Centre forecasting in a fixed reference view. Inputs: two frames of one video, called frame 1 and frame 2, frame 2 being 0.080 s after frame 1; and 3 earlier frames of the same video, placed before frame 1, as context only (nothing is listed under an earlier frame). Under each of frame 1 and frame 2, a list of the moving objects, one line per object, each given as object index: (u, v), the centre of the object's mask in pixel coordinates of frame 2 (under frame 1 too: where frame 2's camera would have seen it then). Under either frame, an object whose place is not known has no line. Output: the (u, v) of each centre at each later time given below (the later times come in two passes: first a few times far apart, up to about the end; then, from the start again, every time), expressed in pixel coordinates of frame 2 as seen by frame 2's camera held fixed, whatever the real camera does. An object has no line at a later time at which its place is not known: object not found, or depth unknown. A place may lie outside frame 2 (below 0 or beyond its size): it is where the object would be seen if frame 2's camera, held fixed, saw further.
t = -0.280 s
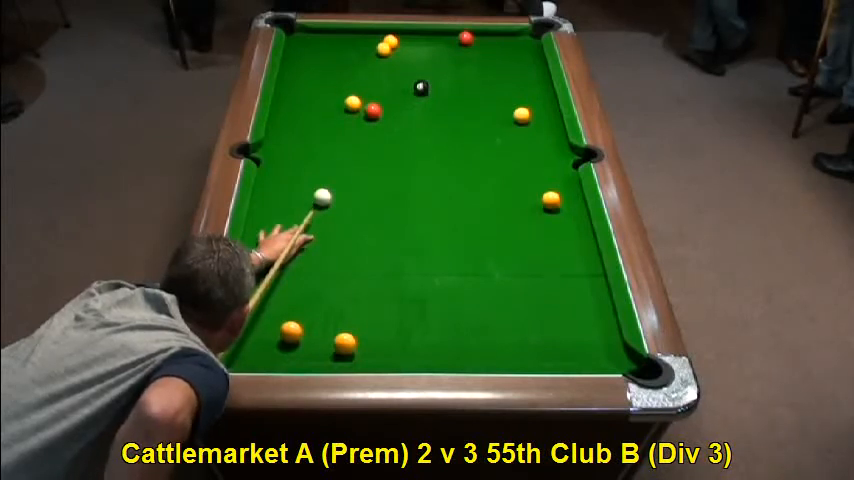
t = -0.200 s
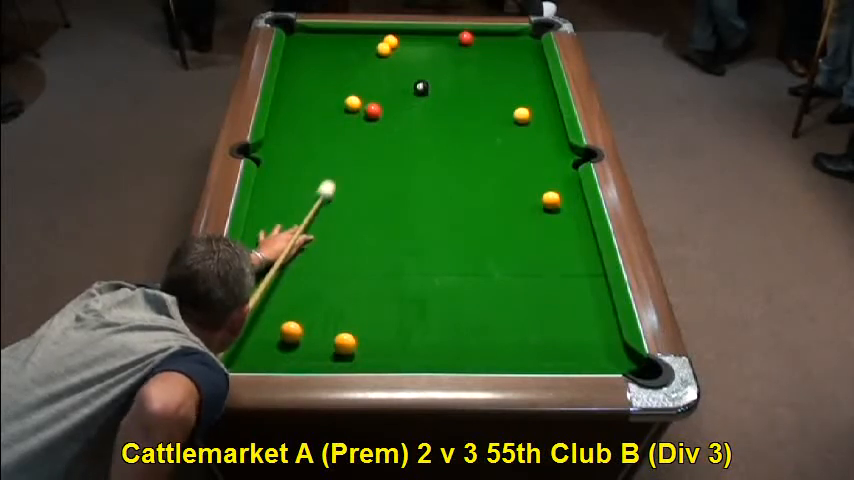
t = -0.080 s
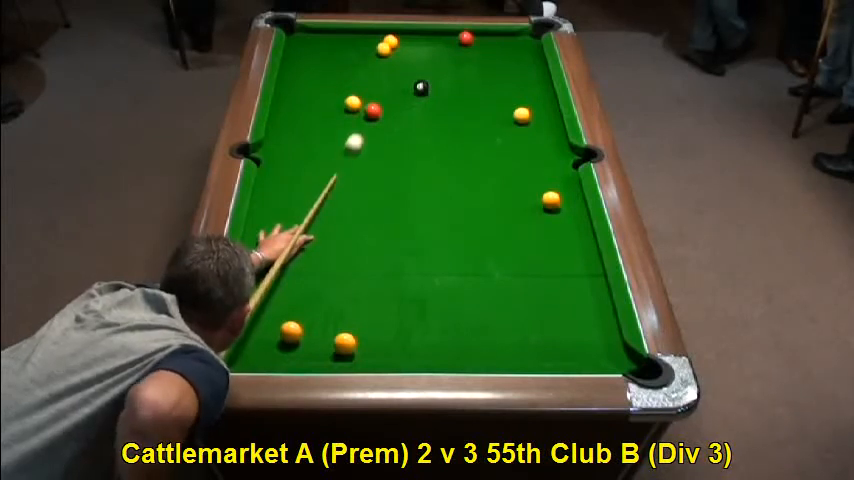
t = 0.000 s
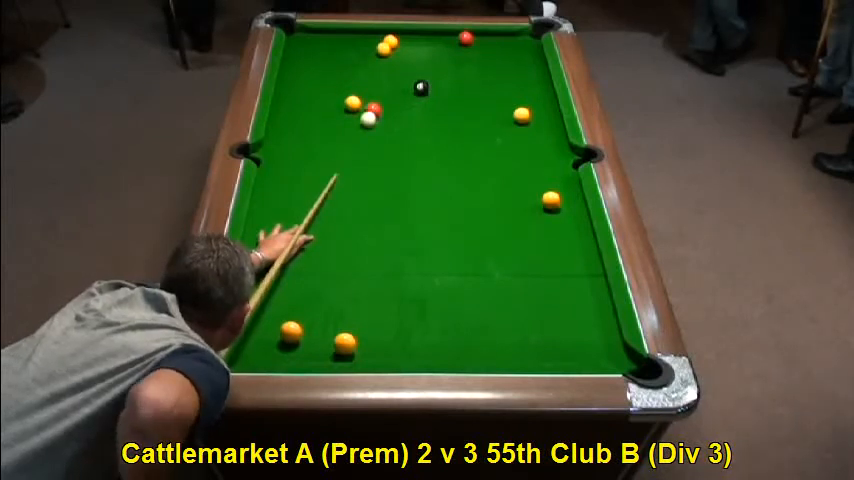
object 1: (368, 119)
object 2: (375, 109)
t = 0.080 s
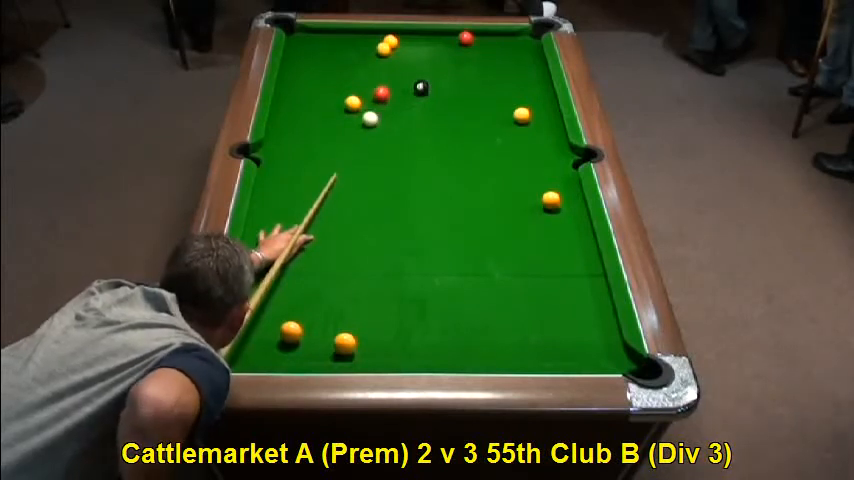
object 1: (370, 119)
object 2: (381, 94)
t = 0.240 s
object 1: (376, 112)
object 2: (394, 70)
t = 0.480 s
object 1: (384, 103)
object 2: (409, 39)
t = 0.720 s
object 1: (391, 95)
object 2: (422, 50)
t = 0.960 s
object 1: (398, 87)
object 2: (435, 72)
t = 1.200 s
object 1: (403, 81)
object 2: (448, 95)
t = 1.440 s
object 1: (408, 75)
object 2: (462, 120)
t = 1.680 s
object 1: (412, 71)
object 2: (476, 145)
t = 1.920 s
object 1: (415, 68)
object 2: (491, 172)
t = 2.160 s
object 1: (418, 65)
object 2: (507, 199)
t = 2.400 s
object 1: (419, 63)
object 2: (523, 228)
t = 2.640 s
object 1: (421, 61)
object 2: (540, 257)
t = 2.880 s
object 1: (421, 61)
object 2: (557, 286)
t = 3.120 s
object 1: (421, 61)
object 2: (575, 317)
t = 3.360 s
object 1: (421, 61)
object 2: (593, 347)
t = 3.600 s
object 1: (421, 61)
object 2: (612, 355)
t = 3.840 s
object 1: (421, 61)
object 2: (607, 349)
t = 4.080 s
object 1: (421, 61)
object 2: (588, 348)
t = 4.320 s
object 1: (421, 61)
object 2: (572, 347)
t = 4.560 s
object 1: (421, 61)
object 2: (559, 345)
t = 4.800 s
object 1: (421, 61)
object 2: (549, 344)
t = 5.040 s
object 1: (421, 61)
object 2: (541, 342)
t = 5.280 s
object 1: (421, 61)
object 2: (537, 341)
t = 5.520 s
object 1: (421, 61)
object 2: (535, 340)
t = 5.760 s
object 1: (421, 61)
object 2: (535, 340)
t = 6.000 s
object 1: (421, 61)
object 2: (535, 340)
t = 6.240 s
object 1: (421, 61)
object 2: (535, 340)
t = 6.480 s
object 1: (421, 61)
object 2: (535, 340)
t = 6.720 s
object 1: (421, 61)
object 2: (535, 340)
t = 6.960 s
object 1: (421, 61)
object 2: (535, 340)
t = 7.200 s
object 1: (421, 61)
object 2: (535, 340)
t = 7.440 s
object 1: (421, 61)
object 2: (535, 340)
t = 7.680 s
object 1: (421, 61)
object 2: (535, 340)
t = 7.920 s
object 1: (421, 61)
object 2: (535, 340)
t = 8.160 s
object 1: (421, 61)
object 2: (535, 340)
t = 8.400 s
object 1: (421, 61)
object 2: (535, 340)
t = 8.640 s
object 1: (421, 61)
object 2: (535, 340)
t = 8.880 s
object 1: (421, 61)
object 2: (535, 340)
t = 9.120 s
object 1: (421, 61)
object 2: (535, 340)
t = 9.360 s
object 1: (421, 61)
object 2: (535, 340)
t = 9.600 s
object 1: (421, 61)
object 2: (535, 340)
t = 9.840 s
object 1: (421, 61)
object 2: (535, 340)
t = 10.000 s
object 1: (421, 61)
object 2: (535, 340)
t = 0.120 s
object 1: (371, 117)
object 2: (385, 87)
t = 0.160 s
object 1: (373, 116)
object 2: (388, 81)
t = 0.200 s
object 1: (374, 114)
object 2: (391, 75)
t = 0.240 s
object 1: (376, 112)
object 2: (394, 70)
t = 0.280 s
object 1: (377, 111)
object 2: (397, 64)
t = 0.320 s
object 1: (379, 109)
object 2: (400, 59)
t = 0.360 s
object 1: (380, 107)
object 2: (403, 54)
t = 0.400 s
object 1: (381, 106)
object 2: (405, 48)
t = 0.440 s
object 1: (383, 104)
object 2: (407, 43)
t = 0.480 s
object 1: (384, 103)
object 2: (409, 39)
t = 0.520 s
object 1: (385, 101)
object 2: (412, 34)
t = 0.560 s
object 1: (387, 100)
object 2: (414, 35)
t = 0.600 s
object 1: (388, 99)
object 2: (416, 39)
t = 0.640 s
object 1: (389, 97)
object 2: (418, 42)
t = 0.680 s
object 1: (390, 96)
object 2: (420, 46)
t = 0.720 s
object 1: (391, 95)
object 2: (422, 50)
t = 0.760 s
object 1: (392, 93)
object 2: (424, 54)
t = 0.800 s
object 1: (393, 92)
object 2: (426, 57)
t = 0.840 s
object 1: (395, 91)
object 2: (428, 61)
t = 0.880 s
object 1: (395, 90)
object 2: (431, 65)
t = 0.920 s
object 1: (396, 89)
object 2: (433, 69)
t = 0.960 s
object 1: (398, 87)
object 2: (435, 72)
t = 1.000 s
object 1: (399, 86)
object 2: (438, 76)
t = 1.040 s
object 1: (399, 85)
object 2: (439, 80)
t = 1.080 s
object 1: (400, 84)
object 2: (441, 84)
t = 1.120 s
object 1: (401, 83)
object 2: (443, 88)
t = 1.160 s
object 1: (402, 82)
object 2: (445, 91)
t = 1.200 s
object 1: (403, 81)
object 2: (448, 95)
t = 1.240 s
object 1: (404, 80)
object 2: (450, 99)
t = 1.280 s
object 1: (405, 79)
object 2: (453, 104)
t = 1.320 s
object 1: (406, 78)
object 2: (455, 107)
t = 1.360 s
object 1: (406, 77)
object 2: (457, 112)
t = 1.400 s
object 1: (407, 76)
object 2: (459, 116)
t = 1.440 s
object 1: (408, 75)
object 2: (462, 120)
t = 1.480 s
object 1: (408, 75)
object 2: (464, 124)
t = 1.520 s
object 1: (409, 74)
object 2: (467, 128)
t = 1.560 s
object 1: (410, 73)
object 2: (469, 133)
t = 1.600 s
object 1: (410, 73)
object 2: (471, 137)
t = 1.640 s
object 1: (411, 72)
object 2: (474, 141)
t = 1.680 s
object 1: (412, 71)
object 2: (476, 145)
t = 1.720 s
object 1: (412, 70)
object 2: (479, 150)
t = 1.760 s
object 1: (413, 70)
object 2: (481, 154)
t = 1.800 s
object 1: (413, 69)
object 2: (483, 158)
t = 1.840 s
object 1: (414, 69)
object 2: (486, 163)
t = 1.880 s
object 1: (415, 68)
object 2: (489, 167)
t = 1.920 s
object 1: (415, 68)
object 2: (491, 172)
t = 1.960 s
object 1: (415, 67)
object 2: (494, 176)
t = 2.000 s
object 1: (416, 67)
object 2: (497, 181)
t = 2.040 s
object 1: (417, 66)
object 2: (499, 185)
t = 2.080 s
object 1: (417, 66)
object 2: (502, 190)
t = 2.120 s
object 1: (417, 65)
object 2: (504, 195)
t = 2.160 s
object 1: (418, 65)
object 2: (507, 199)
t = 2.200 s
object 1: (418, 64)
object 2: (510, 204)
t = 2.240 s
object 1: (418, 64)
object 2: (512, 208)
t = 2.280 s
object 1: (419, 64)
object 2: (515, 213)
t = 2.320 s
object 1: (419, 63)
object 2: (518, 218)
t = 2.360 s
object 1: (419, 63)
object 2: (521, 223)
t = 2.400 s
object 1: (419, 63)
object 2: (523, 228)
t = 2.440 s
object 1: (420, 63)
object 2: (526, 232)
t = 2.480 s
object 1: (420, 62)
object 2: (529, 237)
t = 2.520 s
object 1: (420, 62)
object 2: (532, 242)
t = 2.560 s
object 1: (420, 62)
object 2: (534, 247)
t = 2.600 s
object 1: (421, 62)
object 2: (537, 252)
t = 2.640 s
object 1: (421, 61)
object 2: (540, 257)
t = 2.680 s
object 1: (421, 61)
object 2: (543, 262)
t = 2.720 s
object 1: (421, 61)
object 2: (545, 267)
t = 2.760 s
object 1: (421, 61)
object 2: (548, 271)
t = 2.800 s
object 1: (421, 61)
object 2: (552, 277)
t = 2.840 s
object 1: (421, 61)
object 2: (554, 281)
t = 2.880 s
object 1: (421, 61)
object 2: (557, 286)
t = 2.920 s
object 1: (421, 61)
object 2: (560, 291)
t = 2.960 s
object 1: (421, 61)
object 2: (563, 297)
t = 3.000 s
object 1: (421, 61)
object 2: (566, 301)
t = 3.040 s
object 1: (421, 61)
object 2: (569, 307)
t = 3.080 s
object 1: (421, 61)
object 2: (572, 311)
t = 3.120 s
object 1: (421, 61)
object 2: (575, 317)
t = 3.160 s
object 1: (421, 61)
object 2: (578, 322)
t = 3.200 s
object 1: (421, 61)
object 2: (581, 327)
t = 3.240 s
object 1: (421, 61)
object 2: (583, 332)
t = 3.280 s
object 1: (421, 61)
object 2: (586, 337)
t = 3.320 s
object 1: (421, 61)
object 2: (589, 342)
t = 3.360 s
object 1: (421, 61)
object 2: (593, 347)
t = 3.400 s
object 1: (421, 61)
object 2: (595, 350)
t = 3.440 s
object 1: (421, 61)
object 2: (598, 354)
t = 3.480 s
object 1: (421, 61)
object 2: (602, 357)
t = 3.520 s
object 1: (421, 61)
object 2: (605, 357)
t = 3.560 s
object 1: (421, 61)
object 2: (609, 356)
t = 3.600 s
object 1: (421, 61)
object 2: (612, 355)
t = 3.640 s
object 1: (421, 61)
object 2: (615, 354)
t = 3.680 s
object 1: (421, 61)
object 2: (618, 351)
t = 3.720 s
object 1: (421, 61)
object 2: (617, 350)
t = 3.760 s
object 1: (421, 61)
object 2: (614, 350)
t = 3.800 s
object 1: (421, 61)
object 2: (610, 349)
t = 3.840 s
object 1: (421, 61)
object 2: (607, 349)
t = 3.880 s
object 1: (421, 61)
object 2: (603, 349)
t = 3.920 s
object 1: (421, 61)
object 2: (600, 348)
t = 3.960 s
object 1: (421, 61)
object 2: (597, 348)
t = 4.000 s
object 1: (421, 61)
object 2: (594, 348)
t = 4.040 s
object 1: (421, 61)
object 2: (591, 347)
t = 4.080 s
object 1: (421, 61)
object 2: (588, 348)
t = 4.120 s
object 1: (421, 61)
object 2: (585, 348)
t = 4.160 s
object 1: (421, 61)
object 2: (583, 348)
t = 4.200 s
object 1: (421, 61)
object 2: (580, 347)
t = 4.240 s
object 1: (421, 61)
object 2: (577, 347)
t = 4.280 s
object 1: (421, 61)
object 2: (575, 347)
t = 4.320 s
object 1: (421, 61)
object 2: (572, 347)
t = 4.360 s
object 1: (421, 61)
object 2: (570, 347)
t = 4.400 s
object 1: (421, 61)
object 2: (568, 346)
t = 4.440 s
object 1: (421, 61)
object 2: (565, 346)
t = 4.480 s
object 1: (421, 61)
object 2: (563, 345)
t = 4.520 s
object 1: (421, 61)
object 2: (561, 345)
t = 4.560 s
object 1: (421, 61)
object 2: (559, 345)
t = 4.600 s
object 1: (421, 61)
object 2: (557, 345)
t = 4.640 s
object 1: (421, 61)
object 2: (555, 345)
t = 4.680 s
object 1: (421, 61)
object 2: (554, 345)
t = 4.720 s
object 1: (421, 61)
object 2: (552, 344)
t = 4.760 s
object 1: (421, 61)
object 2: (551, 344)
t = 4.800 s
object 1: (421, 61)
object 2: (549, 344)
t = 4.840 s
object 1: (421, 61)
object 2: (548, 344)
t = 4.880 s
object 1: (421, 61)
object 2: (546, 343)
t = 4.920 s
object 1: (421, 61)
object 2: (545, 344)
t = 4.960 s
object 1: (421, 61)
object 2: (543, 343)
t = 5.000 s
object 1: (421, 61)
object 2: (542, 343)
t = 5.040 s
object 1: (421, 61)
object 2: (541, 342)
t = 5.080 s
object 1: (421, 61)
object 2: (540, 342)
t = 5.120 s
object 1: (421, 61)
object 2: (539, 342)
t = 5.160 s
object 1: (421, 61)
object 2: (539, 341)
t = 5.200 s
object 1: (421, 61)
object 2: (538, 341)
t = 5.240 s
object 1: (421, 61)
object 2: (537, 341)
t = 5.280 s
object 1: (421, 61)
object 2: (537, 341)
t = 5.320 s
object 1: (421, 61)
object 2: (536, 341)
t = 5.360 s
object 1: (421, 61)
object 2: (536, 340)
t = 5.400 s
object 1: (421, 61)
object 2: (536, 340)
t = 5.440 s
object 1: (421, 61)
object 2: (536, 340)
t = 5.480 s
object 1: (421, 61)
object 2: (535, 340)
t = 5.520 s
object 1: (421, 61)
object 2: (535, 340)
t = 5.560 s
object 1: (421, 61)
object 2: (535, 340)
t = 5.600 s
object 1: (421, 61)
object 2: (535, 340)
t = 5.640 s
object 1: (421, 61)
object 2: (535, 340)
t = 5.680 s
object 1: (421, 61)
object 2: (535, 340)
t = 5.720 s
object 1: (421, 61)
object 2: (535, 340)
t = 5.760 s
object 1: (421, 61)
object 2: (535, 340)
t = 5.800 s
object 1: (421, 61)
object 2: (535, 340)
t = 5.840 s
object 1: (421, 61)
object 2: (535, 340)
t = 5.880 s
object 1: (421, 61)
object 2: (535, 340)
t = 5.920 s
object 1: (421, 61)
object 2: (535, 340)
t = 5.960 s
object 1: (421, 61)
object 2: (535, 340)
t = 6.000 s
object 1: (421, 61)
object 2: (535, 340)
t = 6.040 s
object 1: (421, 61)
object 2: (535, 340)
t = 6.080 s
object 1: (421, 61)
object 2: (535, 340)
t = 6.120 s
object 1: (421, 61)
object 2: (535, 340)
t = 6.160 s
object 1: (421, 61)
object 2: (535, 340)
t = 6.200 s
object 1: (421, 61)
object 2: (535, 340)
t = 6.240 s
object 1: (421, 61)
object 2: (535, 340)
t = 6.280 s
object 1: (421, 61)
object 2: (535, 340)
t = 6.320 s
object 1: (421, 61)
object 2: (535, 340)
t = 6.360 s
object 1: (421, 61)
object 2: (535, 340)
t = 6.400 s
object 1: (421, 61)
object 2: (535, 340)
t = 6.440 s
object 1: (421, 61)
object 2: (535, 340)
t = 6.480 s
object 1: (421, 61)
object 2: (535, 340)
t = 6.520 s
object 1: (421, 61)
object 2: (535, 340)
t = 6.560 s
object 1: (421, 61)
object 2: (535, 340)
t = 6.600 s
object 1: (421, 61)
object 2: (535, 340)
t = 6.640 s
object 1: (421, 61)
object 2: (535, 340)
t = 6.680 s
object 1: (421, 61)
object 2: (535, 340)
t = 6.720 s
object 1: (421, 61)
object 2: (535, 340)
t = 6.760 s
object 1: (421, 61)
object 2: (535, 340)
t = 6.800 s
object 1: (421, 61)
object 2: (535, 340)
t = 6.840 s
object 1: (421, 61)
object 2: (535, 340)
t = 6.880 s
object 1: (421, 61)
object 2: (535, 340)
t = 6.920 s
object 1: (421, 61)
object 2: (535, 340)
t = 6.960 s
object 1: (421, 61)
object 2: (535, 340)
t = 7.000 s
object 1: (421, 61)
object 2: (535, 340)
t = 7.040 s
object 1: (421, 61)
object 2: (535, 340)
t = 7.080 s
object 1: (421, 61)
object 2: (535, 340)
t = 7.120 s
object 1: (421, 61)
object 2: (535, 340)
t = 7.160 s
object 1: (421, 61)
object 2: (535, 340)
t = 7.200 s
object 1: (421, 61)
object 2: (535, 340)
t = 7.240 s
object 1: (421, 61)
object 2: (535, 340)
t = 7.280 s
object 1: (421, 61)
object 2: (535, 340)
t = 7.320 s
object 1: (421, 61)
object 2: (535, 340)
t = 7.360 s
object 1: (421, 61)
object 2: (535, 340)
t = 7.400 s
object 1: (421, 61)
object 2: (535, 340)
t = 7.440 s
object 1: (421, 61)
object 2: (535, 340)
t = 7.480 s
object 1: (421, 61)
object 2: (535, 340)
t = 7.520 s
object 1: (421, 61)
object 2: (535, 340)
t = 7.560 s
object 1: (421, 61)
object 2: (535, 340)
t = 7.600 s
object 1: (421, 61)
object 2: (535, 340)
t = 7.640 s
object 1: (421, 61)
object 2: (535, 340)
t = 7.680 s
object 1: (421, 61)
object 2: (535, 340)
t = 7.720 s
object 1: (421, 61)
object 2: (535, 340)
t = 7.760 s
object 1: (421, 61)
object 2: (535, 340)
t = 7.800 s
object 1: (421, 61)
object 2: (535, 340)
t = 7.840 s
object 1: (421, 61)
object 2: (535, 340)
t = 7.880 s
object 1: (421, 61)
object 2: (535, 340)
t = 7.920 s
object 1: (421, 61)
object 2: (535, 340)
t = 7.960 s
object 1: (421, 61)
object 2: (535, 340)
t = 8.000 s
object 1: (421, 61)
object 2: (535, 340)
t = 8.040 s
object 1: (421, 61)
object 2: (535, 340)
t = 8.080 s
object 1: (421, 61)
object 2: (535, 340)
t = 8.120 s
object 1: (421, 61)
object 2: (535, 340)
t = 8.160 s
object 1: (421, 61)
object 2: (535, 340)
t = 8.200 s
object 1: (421, 61)
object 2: (535, 340)
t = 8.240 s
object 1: (421, 61)
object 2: (535, 340)
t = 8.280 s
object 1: (421, 61)
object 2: (535, 340)
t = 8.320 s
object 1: (421, 61)
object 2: (535, 340)
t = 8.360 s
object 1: (421, 61)
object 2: (535, 340)
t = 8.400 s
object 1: (421, 61)
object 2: (535, 340)
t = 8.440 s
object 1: (421, 61)
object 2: (535, 340)
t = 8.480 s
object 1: (421, 61)
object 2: (535, 340)
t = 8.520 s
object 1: (421, 61)
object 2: (535, 340)
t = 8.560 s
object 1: (421, 61)
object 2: (535, 340)
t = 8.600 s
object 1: (421, 61)
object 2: (535, 340)
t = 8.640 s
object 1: (421, 61)
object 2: (535, 340)
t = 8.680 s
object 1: (421, 61)
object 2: (535, 340)
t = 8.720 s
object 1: (421, 61)
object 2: (535, 340)
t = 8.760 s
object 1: (421, 61)
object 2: (535, 340)
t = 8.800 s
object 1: (421, 61)
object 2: (535, 340)
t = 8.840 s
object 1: (421, 61)
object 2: (535, 340)
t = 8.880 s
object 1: (421, 61)
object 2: (535, 340)
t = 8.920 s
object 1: (421, 61)
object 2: (535, 340)
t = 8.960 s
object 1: (421, 61)
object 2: (535, 340)
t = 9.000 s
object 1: (421, 61)
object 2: (535, 340)
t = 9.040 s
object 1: (421, 61)
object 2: (535, 340)
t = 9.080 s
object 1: (421, 61)
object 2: (535, 340)
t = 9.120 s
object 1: (421, 61)
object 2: (535, 340)
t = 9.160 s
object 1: (421, 61)
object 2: (535, 340)
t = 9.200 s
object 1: (421, 61)
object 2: (535, 340)
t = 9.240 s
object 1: (421, 61)
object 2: (535, 340)
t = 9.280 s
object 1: (421, 61)
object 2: (535, 340)
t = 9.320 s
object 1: (421, 61)
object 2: (535, 340)
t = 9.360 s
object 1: (421, 61)
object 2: (535, 340)
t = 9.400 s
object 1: (421, 61)
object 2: (535, 340)
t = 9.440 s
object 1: (421, 61)
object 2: (535, 340)
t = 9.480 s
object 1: (421, 61)
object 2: (535, 340)
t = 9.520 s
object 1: (421, 61)
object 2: (535, 340)
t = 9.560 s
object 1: (421, 61)
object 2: (535, 340)
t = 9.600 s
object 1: (421, 61)
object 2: (535, 340)
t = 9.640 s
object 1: (421, 61)
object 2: (535, 340)
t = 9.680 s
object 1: (421, 61)
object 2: (535, 340)
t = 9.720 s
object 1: (421, 61)
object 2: (535, 340)
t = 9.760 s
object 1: (421, 61)
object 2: (535, 340)
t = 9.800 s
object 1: (421, 61)
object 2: (535, 340)
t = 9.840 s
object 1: (421, 61)
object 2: (535, 340)
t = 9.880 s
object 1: (421, 61)
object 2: (535, 340)
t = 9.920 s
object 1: (421, 61)
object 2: (535, 340)
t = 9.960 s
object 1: (421, 61)
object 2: (535, 340)
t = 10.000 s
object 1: (421, 61)
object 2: (535, 340)
